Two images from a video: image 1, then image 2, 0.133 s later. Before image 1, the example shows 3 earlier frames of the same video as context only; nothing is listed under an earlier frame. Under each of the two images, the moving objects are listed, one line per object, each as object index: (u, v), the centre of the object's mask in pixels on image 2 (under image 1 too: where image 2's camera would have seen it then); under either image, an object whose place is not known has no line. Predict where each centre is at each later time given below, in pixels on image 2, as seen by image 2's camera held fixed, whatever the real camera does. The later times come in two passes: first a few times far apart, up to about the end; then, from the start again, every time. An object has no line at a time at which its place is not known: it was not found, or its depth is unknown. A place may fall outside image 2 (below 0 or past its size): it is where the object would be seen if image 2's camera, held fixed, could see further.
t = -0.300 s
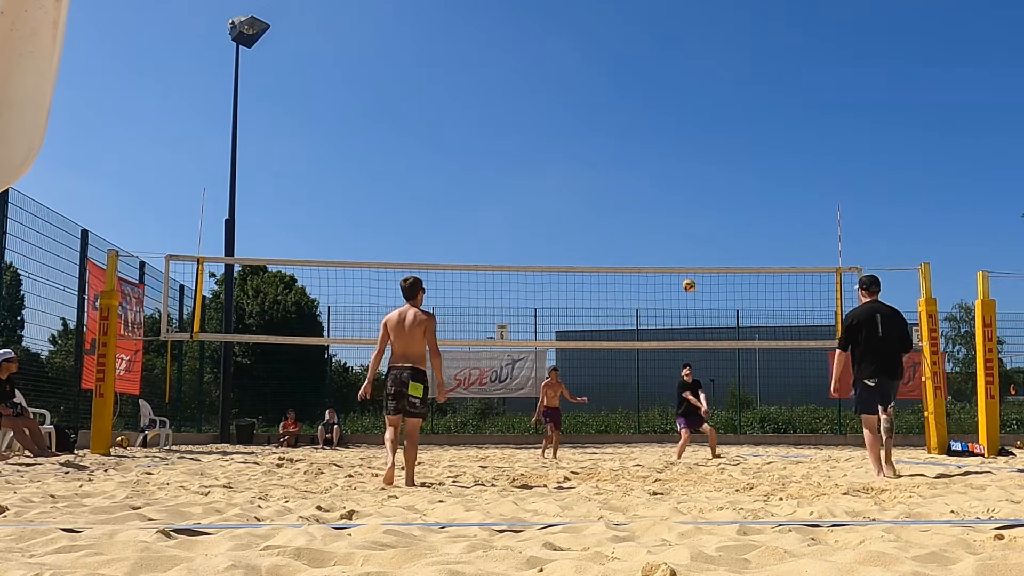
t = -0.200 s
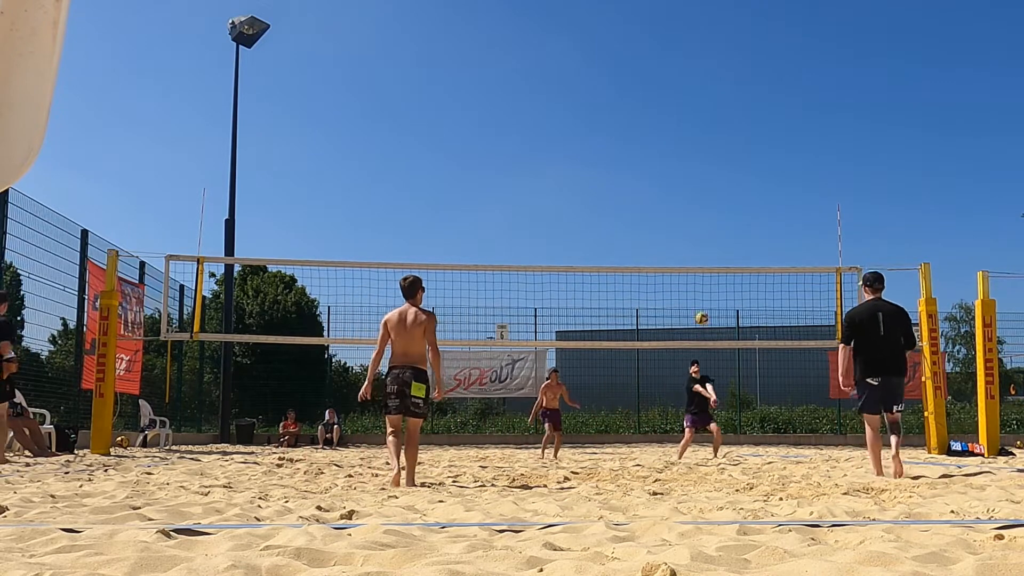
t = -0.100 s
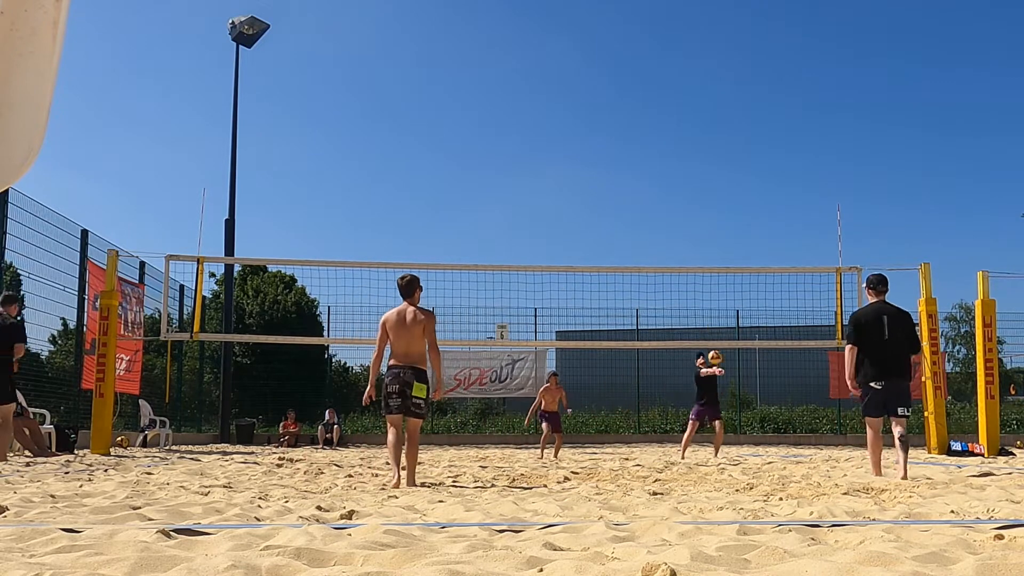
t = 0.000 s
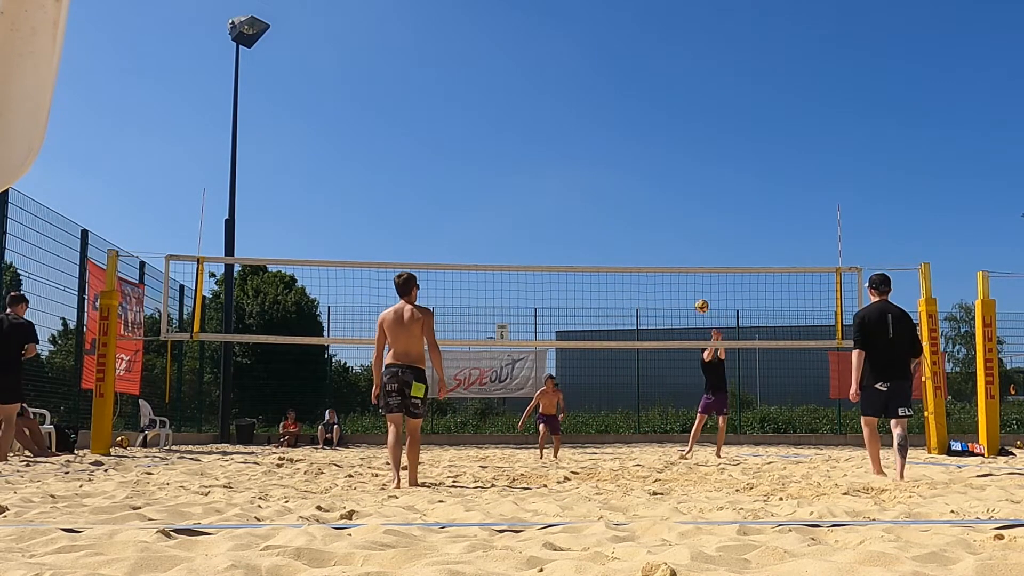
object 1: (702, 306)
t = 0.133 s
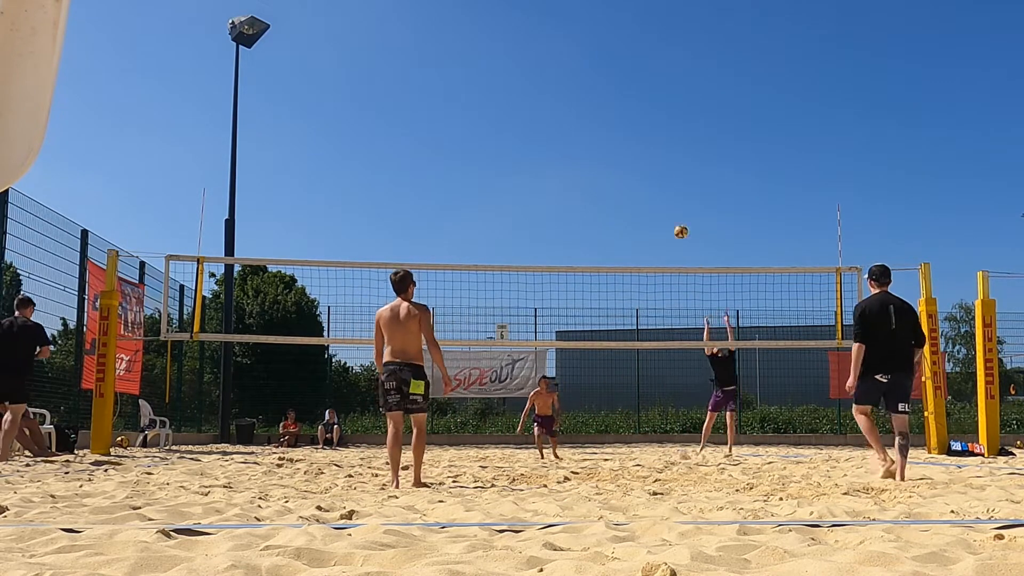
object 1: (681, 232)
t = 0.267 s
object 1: (659, 169)
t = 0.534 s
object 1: (619, 80)
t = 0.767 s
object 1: (585, 40)
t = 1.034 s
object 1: (546, 34)
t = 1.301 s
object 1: (508, 73)
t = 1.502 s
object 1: (480, 134)
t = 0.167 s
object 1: (675, 215)
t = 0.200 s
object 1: (670, 199)
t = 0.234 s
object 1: (665, 184)
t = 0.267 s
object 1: (659, 169)
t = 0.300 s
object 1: (654, 156)
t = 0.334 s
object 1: (649, 143)
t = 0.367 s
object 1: (644, 131)
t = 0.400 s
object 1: (639, 119)
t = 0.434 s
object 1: (634, 109)
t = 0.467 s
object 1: (629, 98)
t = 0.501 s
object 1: (624, 89)
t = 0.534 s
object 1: (619, 80)
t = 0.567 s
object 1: (614, 72)
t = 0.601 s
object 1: (609, 65)
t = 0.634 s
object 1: (604, 59)
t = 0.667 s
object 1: (599, 53)
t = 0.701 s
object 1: (594, 48)
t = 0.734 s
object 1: (589, 43)
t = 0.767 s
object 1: (585, 40)
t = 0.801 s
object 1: (580, 36)
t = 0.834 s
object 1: (575, 34)
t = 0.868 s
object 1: (570, 32)
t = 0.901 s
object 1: (565, 31)
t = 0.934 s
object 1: (560, 31)
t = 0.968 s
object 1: (556, 31)
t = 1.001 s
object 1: (551, 32)
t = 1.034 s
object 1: (546, 34)
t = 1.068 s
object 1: (541, 36)
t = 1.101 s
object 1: (536, 39)
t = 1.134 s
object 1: (532, 43)
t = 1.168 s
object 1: (527, 48)
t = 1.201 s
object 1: (522, 53)
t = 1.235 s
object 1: (517, 59)
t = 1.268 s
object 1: (512, 66)
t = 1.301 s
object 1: (508, 73)
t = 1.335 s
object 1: (503, 81)
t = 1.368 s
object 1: (498, 90)
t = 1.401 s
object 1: (494, 100)
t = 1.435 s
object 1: (489, 111)
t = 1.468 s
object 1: (485, 122)
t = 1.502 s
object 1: (480, 134)
